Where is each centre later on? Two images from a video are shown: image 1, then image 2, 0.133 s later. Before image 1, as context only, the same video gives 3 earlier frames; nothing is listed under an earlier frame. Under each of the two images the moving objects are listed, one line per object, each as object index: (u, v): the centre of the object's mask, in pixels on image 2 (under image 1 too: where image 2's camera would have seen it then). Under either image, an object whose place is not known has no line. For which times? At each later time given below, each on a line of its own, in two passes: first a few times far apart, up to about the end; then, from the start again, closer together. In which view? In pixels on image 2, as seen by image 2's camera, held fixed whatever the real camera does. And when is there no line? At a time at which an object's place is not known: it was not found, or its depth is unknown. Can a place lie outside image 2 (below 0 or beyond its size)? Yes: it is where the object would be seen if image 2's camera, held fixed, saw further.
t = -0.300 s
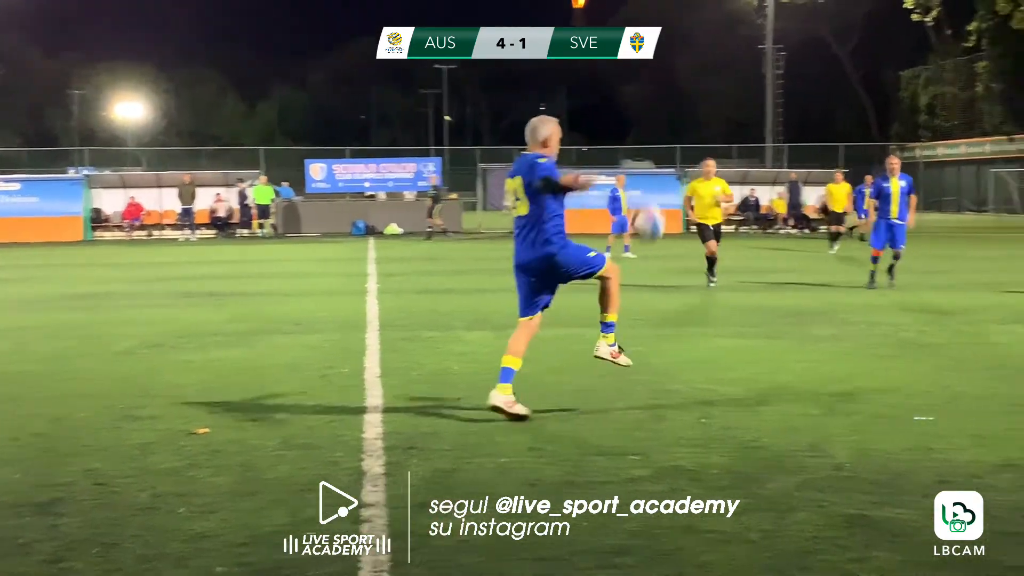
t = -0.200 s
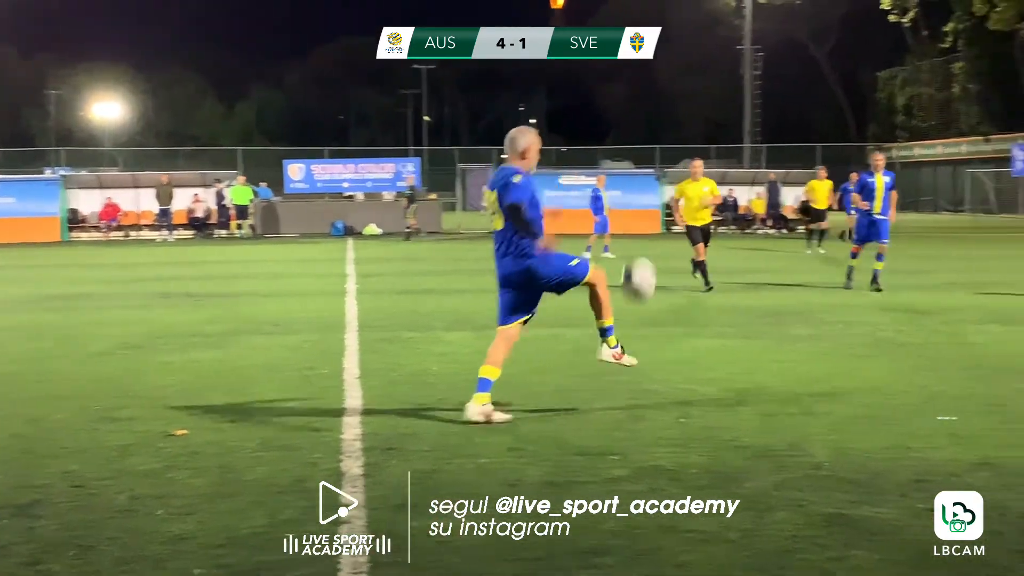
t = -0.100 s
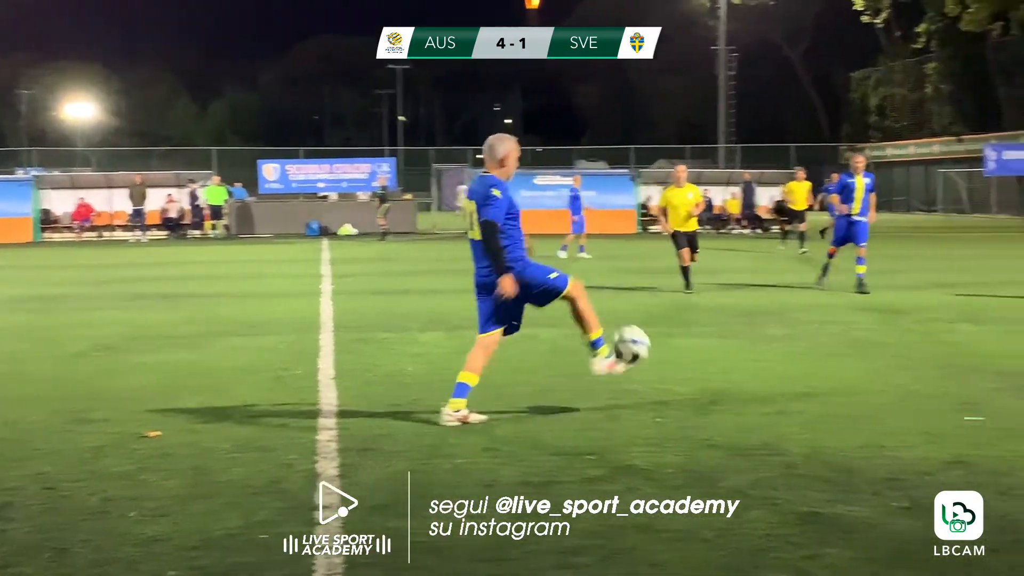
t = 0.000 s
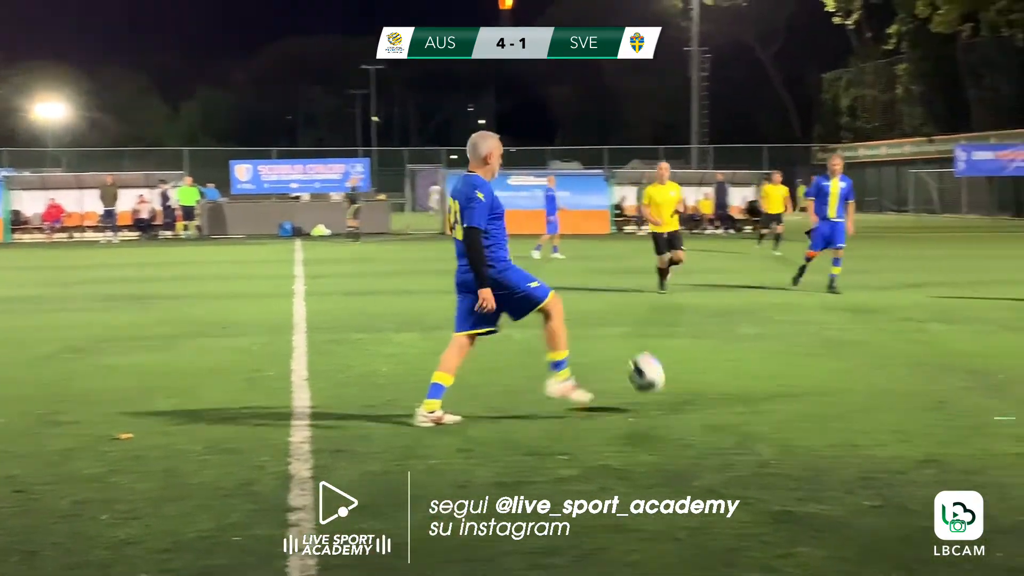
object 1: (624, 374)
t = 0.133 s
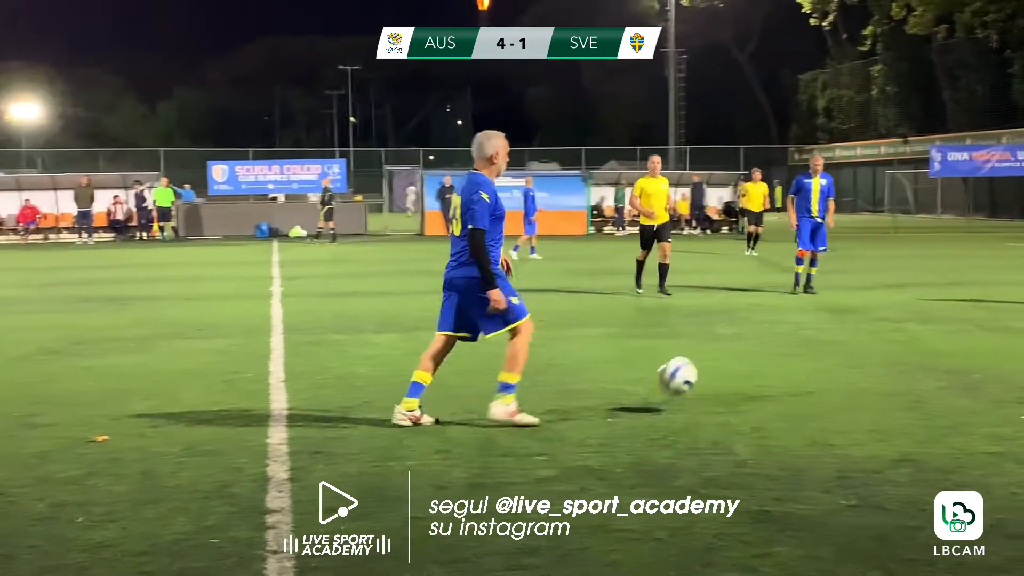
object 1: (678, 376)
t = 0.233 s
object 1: (718, 363)
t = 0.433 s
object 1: (793, 384)
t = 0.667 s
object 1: (882, 380)
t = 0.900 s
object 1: (969, 389)
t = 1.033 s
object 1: (1017, 389)
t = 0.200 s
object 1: (704, 365)
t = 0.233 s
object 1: (718, 363)
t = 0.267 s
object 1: (730, 362)
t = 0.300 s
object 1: (743, 363)
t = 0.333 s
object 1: (755, 366)
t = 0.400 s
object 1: (781, 376)
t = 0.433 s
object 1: (793, 384)
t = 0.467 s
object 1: (806, 393)
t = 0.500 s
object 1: (819, 389)
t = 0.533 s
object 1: (832, 384)
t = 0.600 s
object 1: (857, 379)
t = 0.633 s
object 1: (870, 378)
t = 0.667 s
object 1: (882, 380)
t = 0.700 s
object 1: (894, 384)
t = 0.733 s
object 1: (908, 389)
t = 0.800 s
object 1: (933, 387)
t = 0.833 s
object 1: (944, 386)
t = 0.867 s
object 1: (957, 386)
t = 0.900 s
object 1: (969, 389)
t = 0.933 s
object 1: (981, 389)
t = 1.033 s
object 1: (1017, 389)
